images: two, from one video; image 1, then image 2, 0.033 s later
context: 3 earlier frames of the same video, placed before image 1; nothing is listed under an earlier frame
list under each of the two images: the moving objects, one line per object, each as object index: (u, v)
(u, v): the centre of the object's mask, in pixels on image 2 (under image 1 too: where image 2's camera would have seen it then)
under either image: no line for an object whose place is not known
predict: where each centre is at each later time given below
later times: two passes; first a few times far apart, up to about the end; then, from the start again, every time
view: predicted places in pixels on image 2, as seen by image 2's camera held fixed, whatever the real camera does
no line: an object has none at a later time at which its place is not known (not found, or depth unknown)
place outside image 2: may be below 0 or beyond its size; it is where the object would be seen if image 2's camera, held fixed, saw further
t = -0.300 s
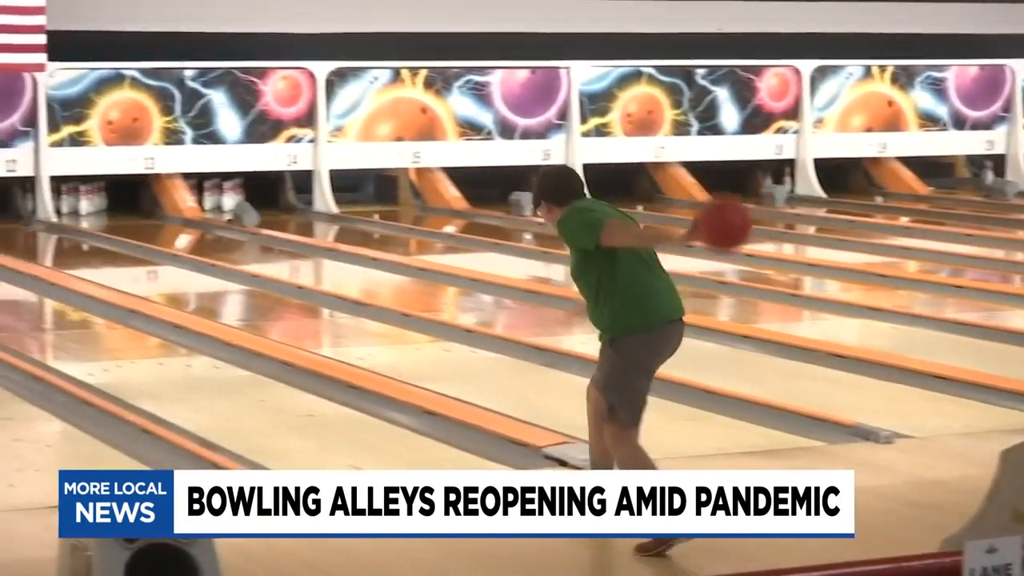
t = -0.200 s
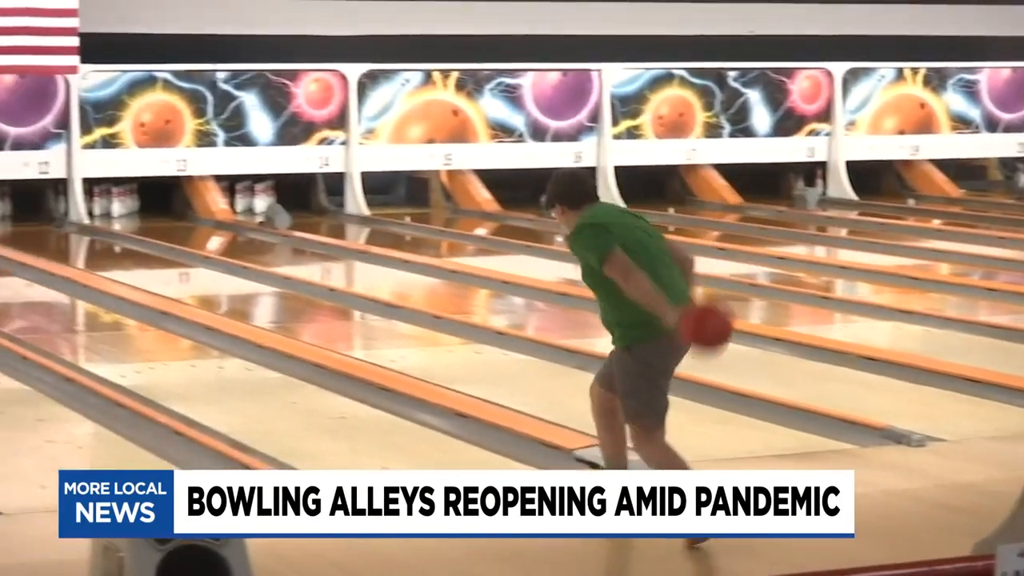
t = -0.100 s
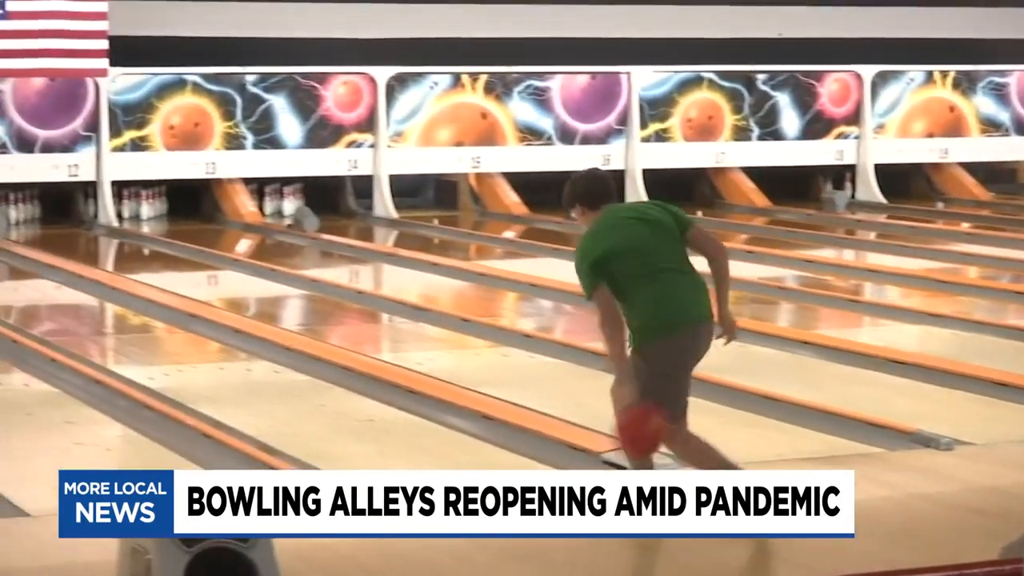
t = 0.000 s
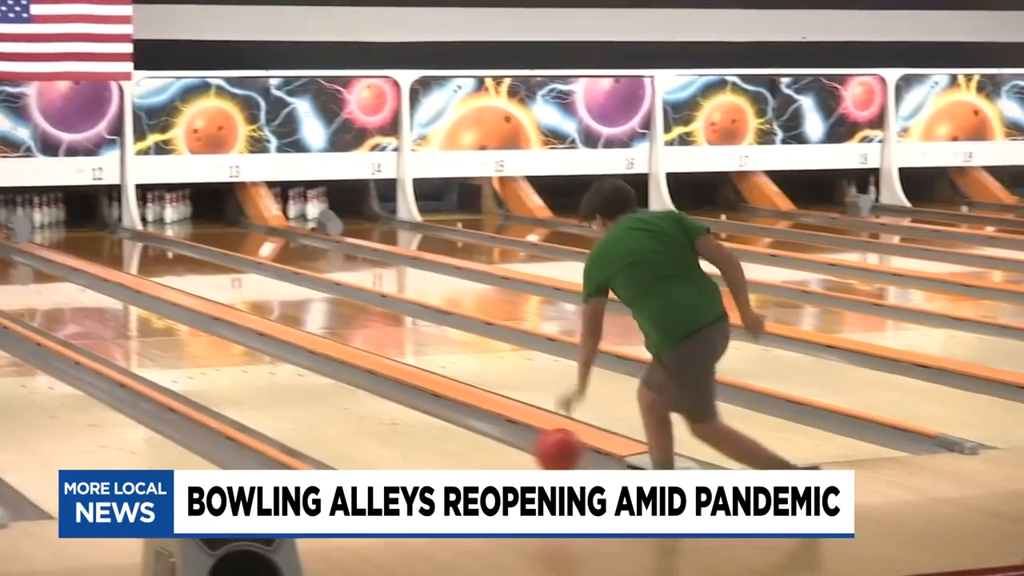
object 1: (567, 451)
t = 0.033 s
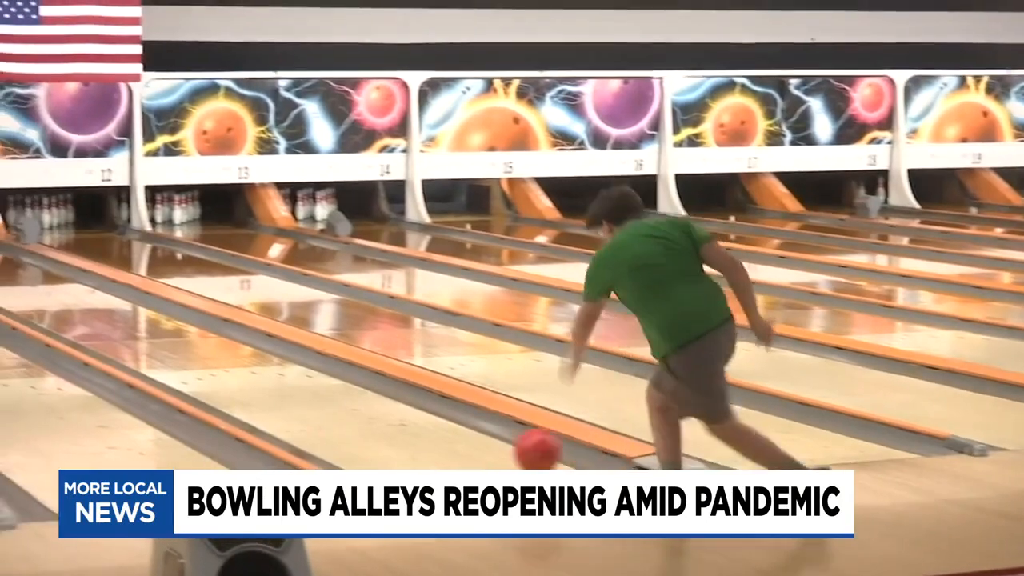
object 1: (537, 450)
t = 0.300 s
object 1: (348, 413)
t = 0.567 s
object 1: (215, 364)
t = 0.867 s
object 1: (103, 325)
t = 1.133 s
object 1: (27, 298)
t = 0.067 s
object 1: (510, 450)
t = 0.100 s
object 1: (483, 452)
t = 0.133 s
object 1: (457, 449)
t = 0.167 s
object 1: (434, 442)
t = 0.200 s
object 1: (411, 436)
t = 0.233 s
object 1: (389, 428)
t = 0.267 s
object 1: (368, 420)
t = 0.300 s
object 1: (348, 413)
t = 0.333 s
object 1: (329, 406)
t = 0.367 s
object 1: (311, 399)
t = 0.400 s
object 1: (294, 392)
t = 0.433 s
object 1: (277, 386)
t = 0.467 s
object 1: (261, 380)
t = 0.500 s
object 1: (245, 374)
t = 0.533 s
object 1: (230, 369)
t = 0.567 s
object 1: (215, 364)
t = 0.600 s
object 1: (201, 359)
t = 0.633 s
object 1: (187, 355)
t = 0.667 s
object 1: (174, 350)
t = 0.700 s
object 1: (161, 345)
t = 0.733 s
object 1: (149, 341)
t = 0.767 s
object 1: (137, 337)
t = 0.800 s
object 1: (125, 333)
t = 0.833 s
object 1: (114, 329)
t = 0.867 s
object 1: (103, 325)
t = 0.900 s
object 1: (93, 322)
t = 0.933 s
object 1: (83, 319)
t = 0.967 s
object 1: (72, 315)
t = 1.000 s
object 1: (63, 312)
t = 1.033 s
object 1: (54, 308)
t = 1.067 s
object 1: (45, 305)
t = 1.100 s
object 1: (36, 301)
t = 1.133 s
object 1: (27, 298)
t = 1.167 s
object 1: (19, 295)
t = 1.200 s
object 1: (11, 292)
